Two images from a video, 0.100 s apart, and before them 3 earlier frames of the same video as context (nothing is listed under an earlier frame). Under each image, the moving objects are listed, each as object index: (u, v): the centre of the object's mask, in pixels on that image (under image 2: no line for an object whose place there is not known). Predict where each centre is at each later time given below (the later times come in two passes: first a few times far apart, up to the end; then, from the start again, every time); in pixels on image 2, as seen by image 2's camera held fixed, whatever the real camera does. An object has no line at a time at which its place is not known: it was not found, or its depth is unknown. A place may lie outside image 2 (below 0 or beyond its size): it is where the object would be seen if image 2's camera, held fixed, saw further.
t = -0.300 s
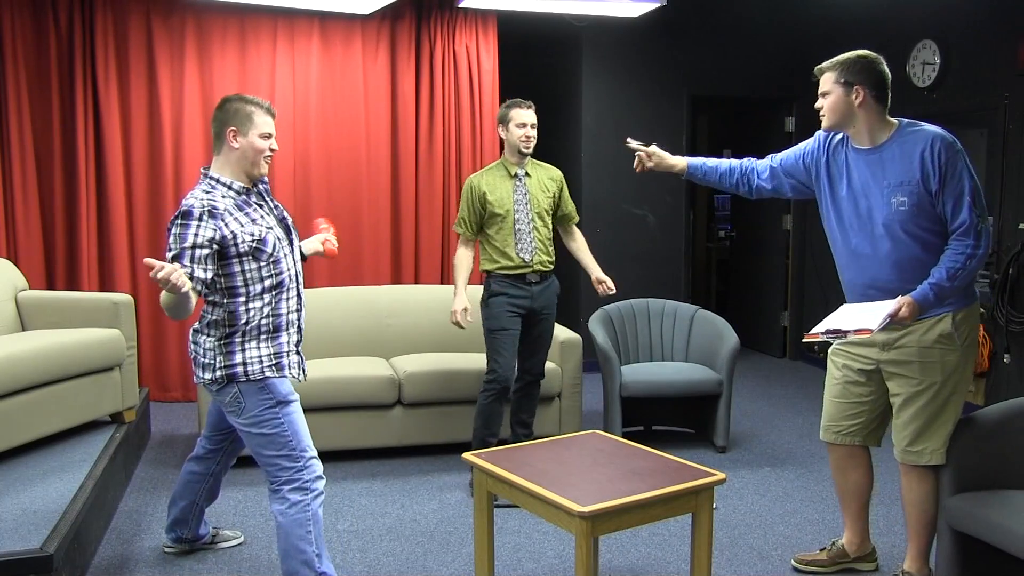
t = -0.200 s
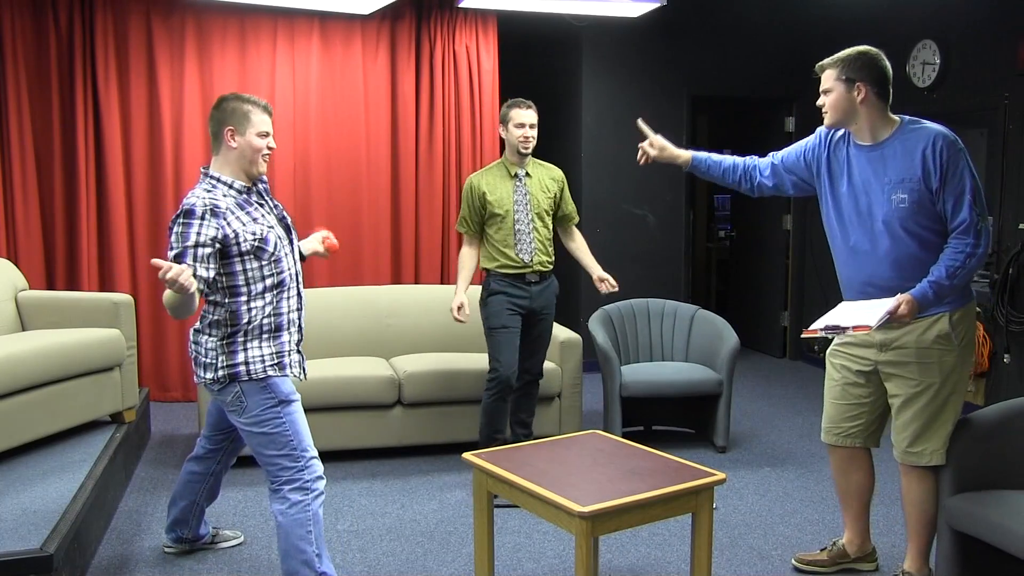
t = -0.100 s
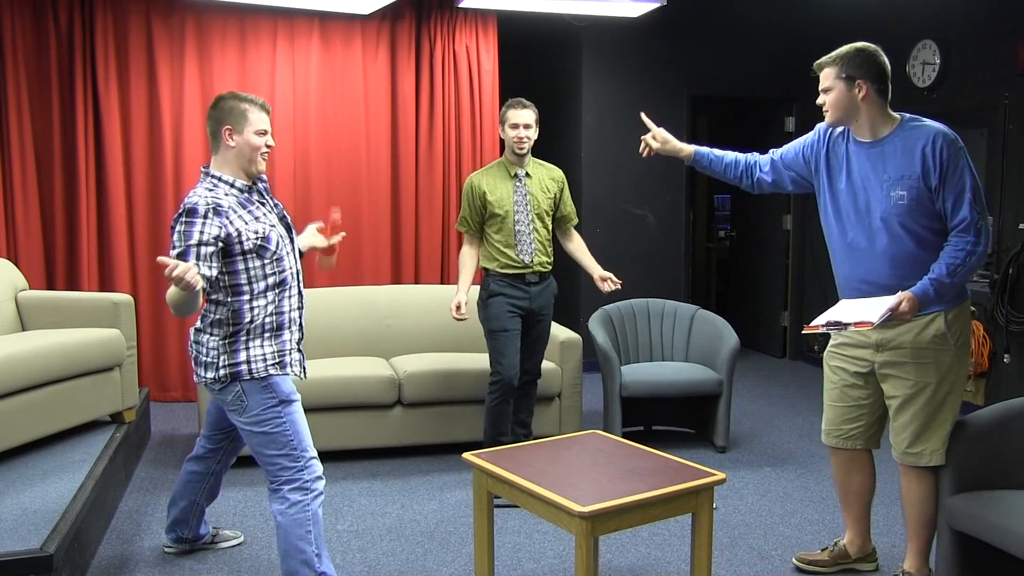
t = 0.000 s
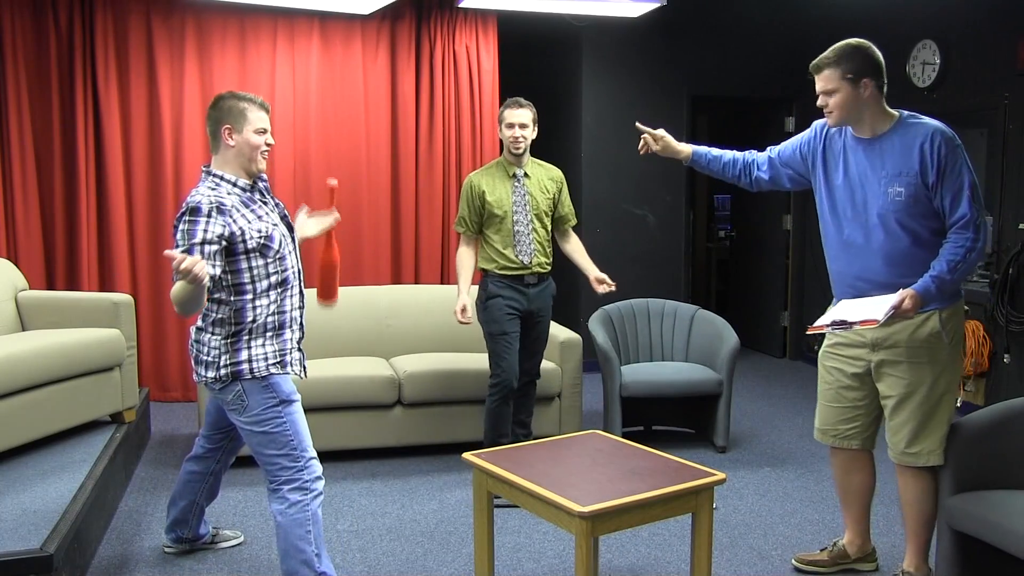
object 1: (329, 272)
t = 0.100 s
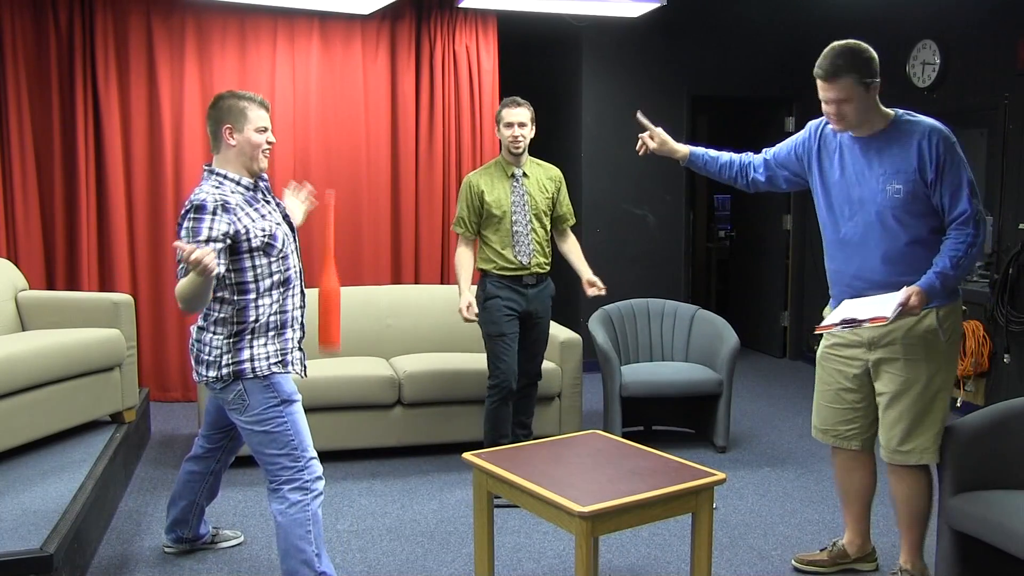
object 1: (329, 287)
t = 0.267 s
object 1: (332, 404)
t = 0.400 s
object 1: (336, 507)
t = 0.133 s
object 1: (330, 307)
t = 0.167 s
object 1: (330, 326)
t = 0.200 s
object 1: (331, 347)
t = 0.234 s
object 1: (332, 374)
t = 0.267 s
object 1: (332, 404)
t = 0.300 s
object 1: (334, 429)
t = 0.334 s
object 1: (335, 460)
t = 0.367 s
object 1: (336, 499)
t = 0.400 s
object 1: (336, 507)
